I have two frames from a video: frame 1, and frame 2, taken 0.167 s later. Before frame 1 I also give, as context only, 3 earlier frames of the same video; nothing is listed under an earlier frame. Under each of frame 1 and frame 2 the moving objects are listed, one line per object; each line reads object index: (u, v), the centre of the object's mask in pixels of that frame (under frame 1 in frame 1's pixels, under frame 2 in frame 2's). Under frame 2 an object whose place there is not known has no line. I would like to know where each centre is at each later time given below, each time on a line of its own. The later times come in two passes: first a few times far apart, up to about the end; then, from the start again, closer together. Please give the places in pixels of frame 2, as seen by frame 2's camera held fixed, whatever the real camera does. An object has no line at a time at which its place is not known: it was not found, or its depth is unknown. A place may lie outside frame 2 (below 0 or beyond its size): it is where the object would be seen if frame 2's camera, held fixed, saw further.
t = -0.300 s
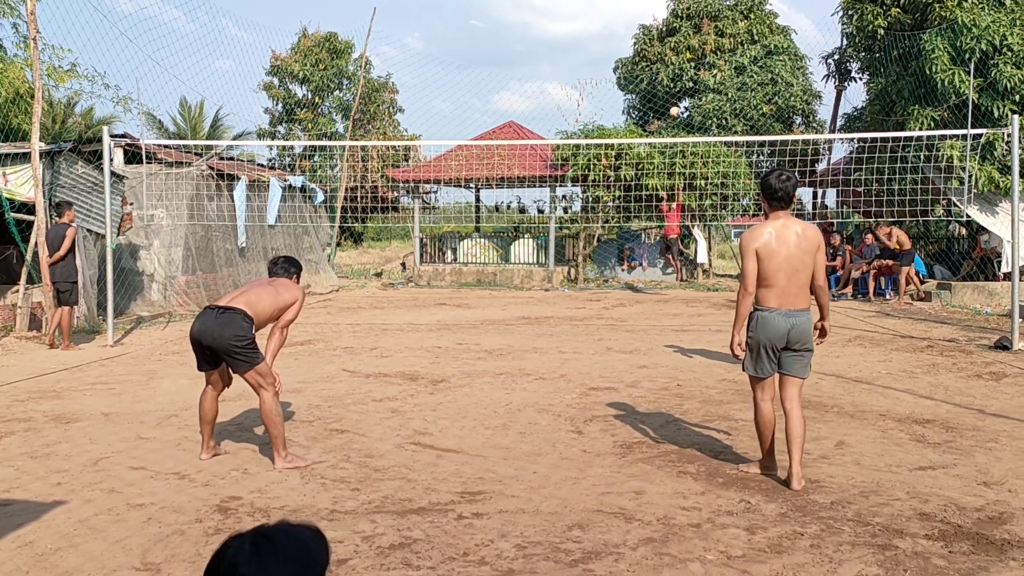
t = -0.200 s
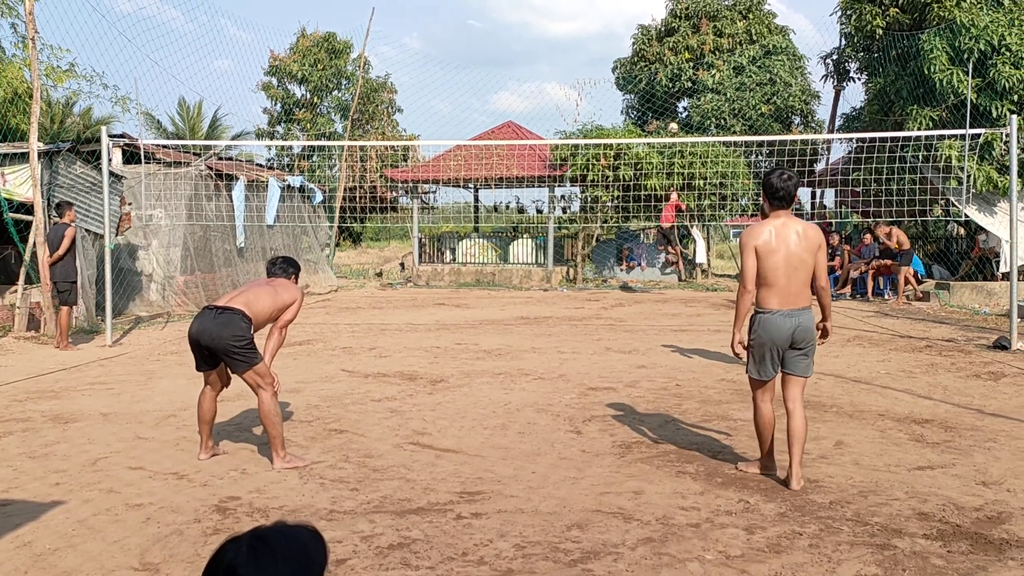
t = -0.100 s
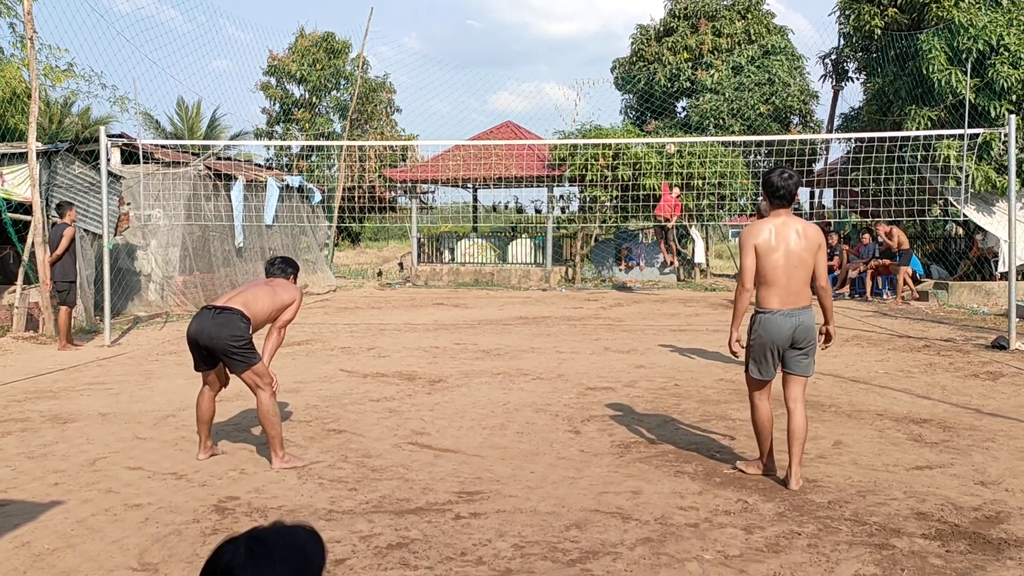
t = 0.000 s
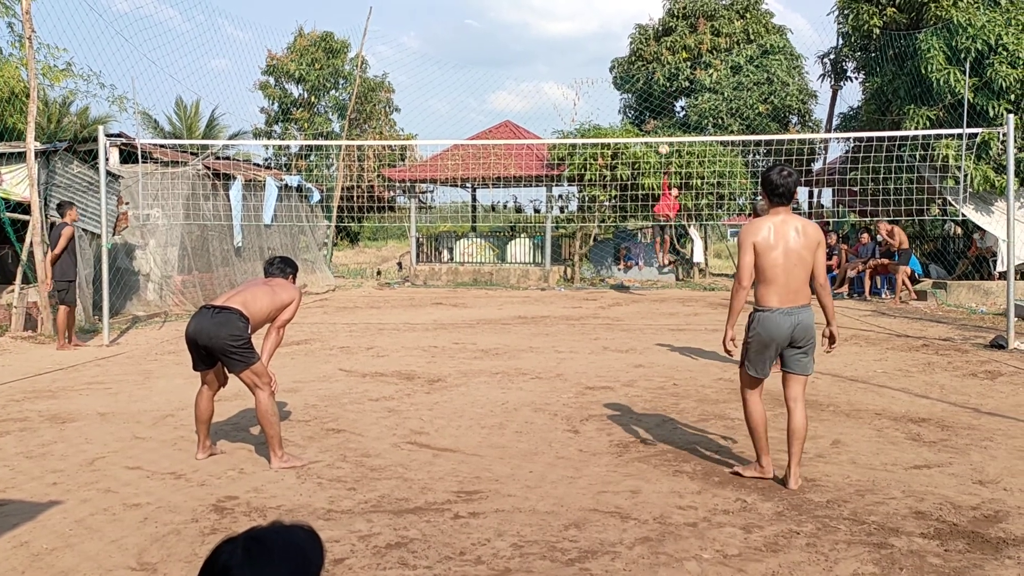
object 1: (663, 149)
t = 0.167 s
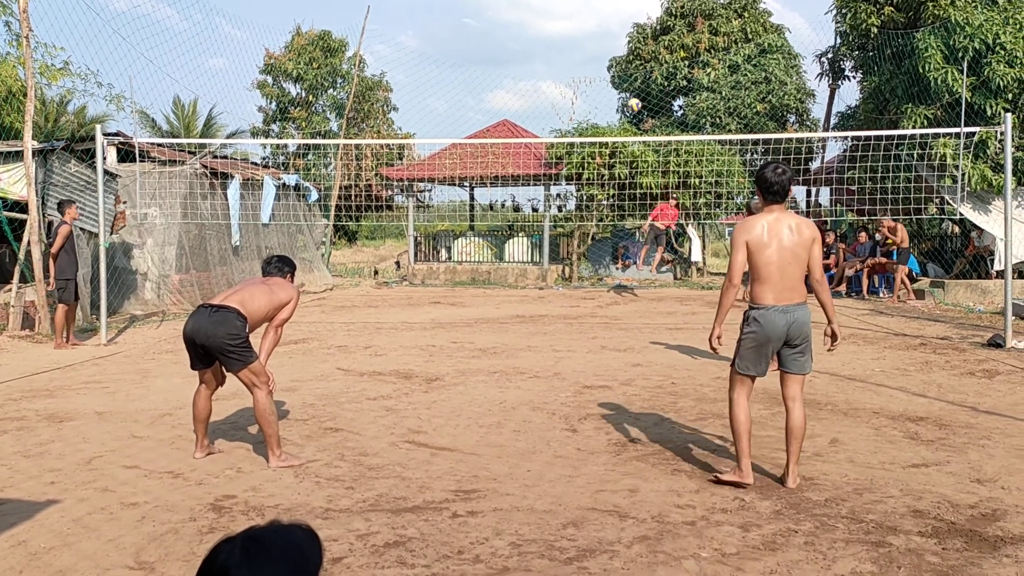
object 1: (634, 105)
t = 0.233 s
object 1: (619, 92)
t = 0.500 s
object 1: (523, 82)
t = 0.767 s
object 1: (273, 271)
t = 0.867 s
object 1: (28, 550)
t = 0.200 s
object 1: (626, 98)
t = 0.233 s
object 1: (619, 92)
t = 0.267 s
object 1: (611, 86)
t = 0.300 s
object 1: (601, 82)
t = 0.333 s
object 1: (591, 78)
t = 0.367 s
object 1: (580, 76)
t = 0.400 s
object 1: (567, 75)
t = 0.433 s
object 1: (554, 76)
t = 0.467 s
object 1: (539, 78)
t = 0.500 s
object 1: (523, 82)
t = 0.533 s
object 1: (504, 89)
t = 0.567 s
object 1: (483, 99)
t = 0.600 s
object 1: (460, 112)
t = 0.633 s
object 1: (433, 130)
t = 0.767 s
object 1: (273, 271)
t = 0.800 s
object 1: (209, 337)
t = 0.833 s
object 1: (128, 427)
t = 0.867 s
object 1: (28, 550)
